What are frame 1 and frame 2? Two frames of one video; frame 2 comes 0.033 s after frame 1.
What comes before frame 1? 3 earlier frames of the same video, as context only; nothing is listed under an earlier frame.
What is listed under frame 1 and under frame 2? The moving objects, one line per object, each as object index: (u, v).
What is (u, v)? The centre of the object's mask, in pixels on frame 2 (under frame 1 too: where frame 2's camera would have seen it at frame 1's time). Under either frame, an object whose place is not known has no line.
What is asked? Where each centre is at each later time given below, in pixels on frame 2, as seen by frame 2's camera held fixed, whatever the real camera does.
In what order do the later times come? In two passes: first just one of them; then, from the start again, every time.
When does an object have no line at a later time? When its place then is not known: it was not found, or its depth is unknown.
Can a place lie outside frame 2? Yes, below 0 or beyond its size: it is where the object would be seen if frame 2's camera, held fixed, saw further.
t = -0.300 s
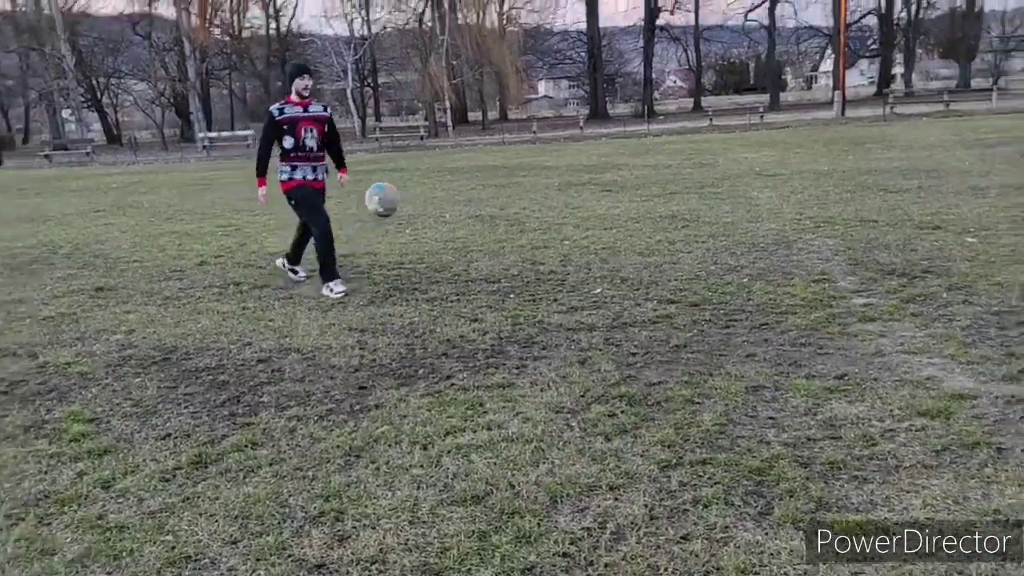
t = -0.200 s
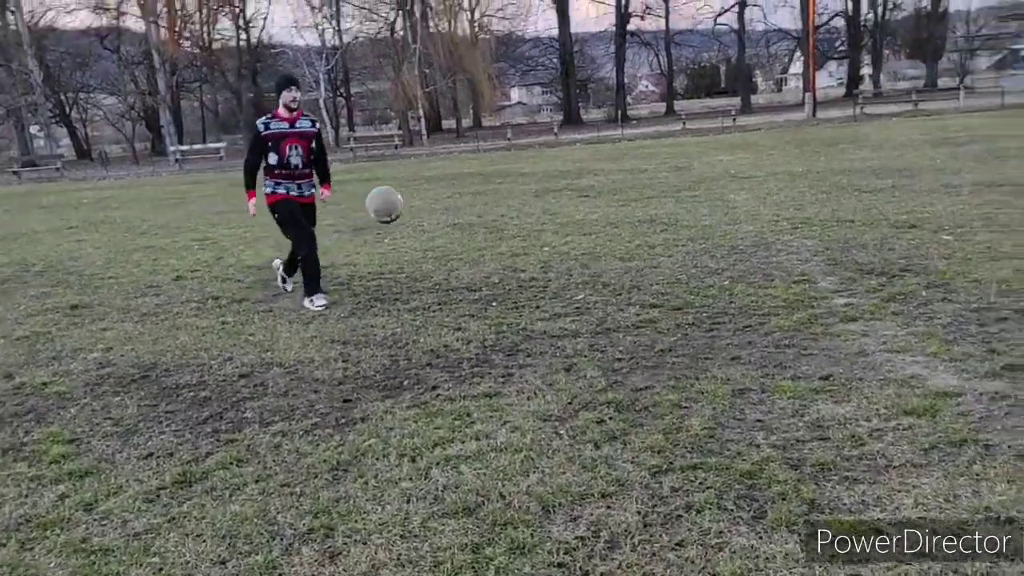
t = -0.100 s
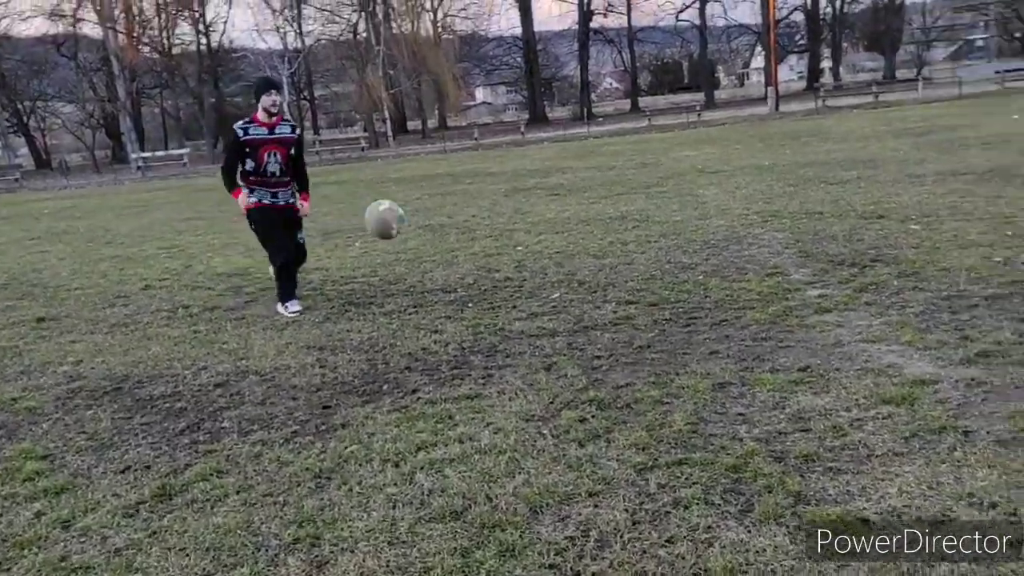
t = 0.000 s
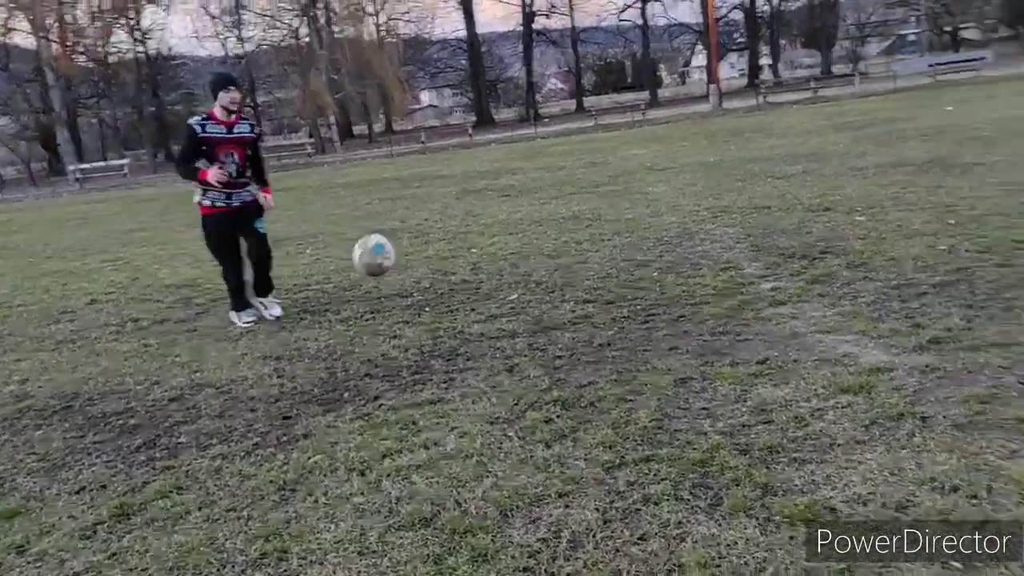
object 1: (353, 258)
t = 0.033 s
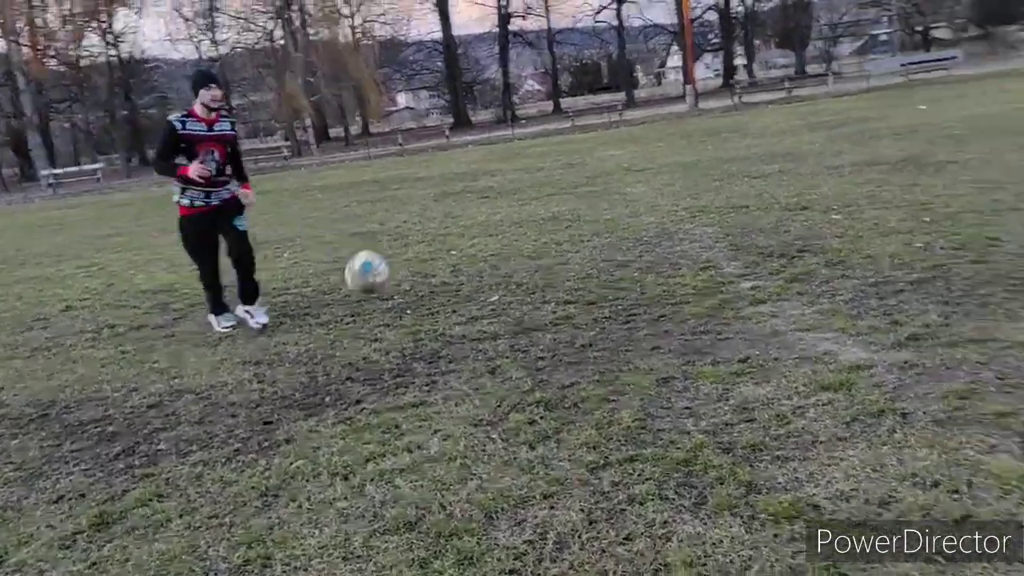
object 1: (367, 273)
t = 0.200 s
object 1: (435, 365)
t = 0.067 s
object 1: (381, 290)
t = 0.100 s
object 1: (395, 309)
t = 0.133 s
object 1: (410, 332)
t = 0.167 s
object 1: (425, 359)
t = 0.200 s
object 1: (435, 365)
